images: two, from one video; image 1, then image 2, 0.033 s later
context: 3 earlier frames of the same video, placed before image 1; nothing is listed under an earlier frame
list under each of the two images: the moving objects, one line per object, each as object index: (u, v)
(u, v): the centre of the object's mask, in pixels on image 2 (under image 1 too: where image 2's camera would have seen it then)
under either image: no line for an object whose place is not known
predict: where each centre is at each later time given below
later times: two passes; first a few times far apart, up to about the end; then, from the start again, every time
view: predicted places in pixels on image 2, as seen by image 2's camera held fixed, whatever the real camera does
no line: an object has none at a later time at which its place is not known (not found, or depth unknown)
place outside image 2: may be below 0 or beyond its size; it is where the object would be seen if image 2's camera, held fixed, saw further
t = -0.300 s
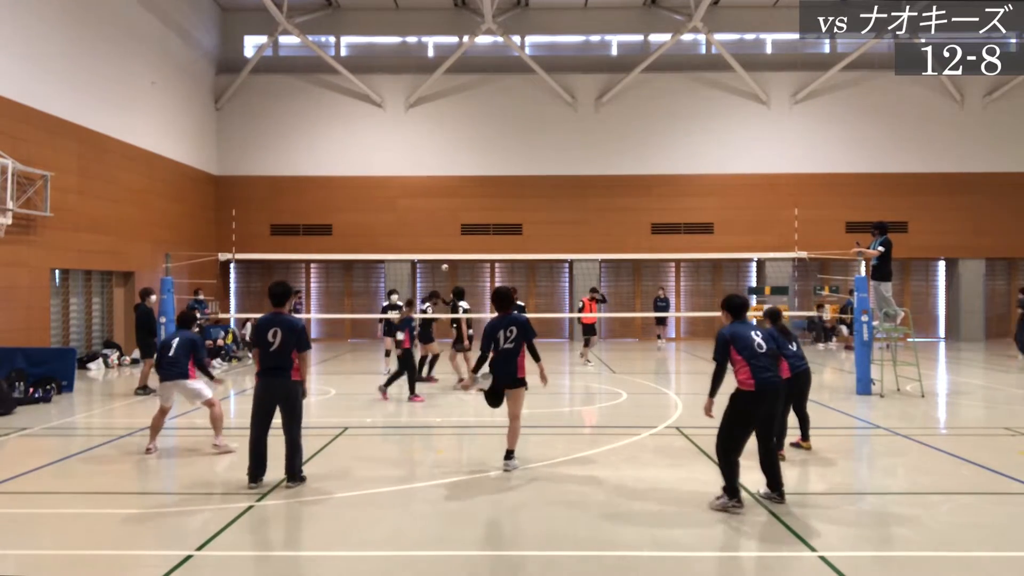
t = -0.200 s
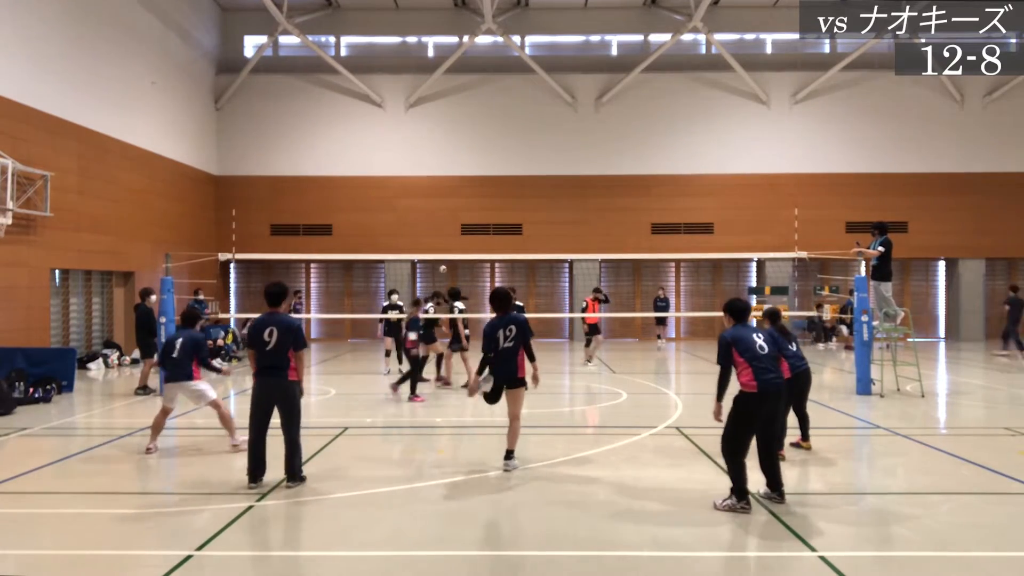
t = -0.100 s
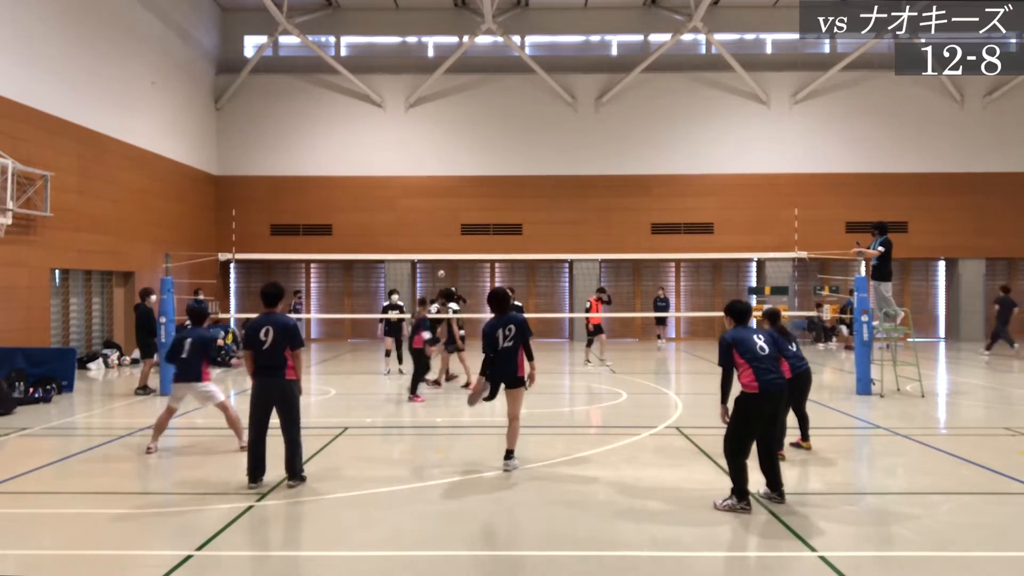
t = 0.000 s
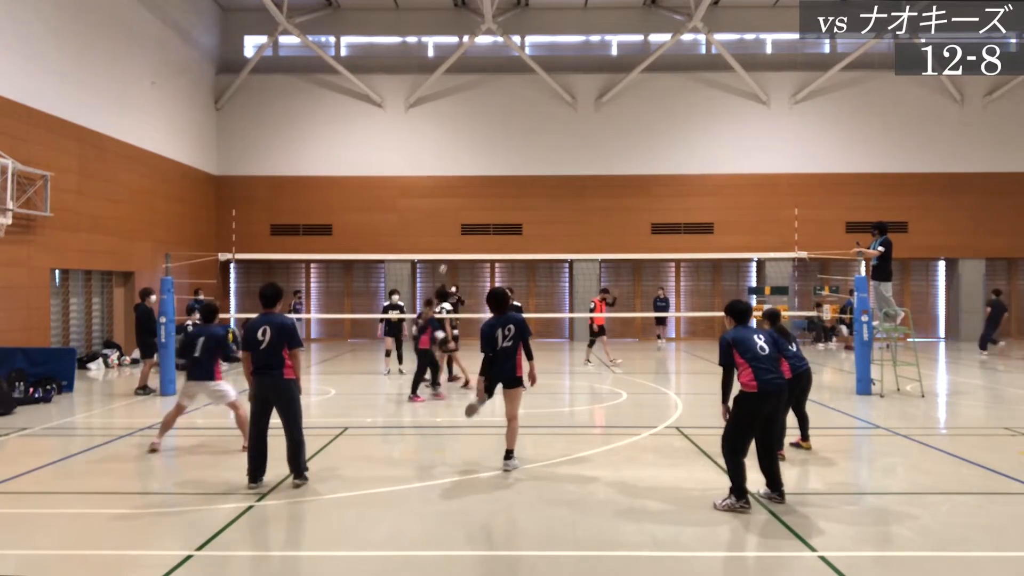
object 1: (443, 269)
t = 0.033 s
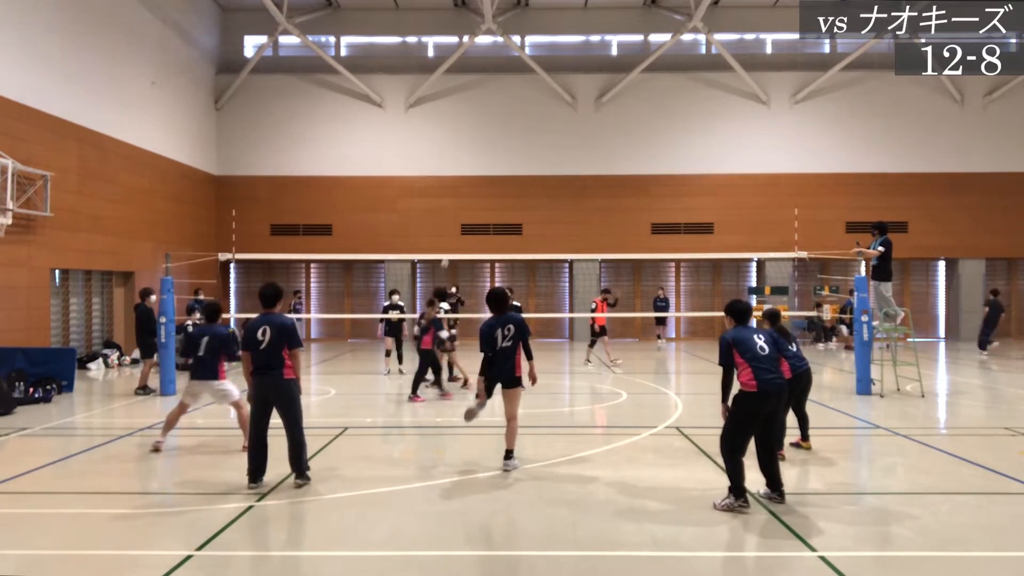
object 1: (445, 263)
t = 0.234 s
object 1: (459, 229)
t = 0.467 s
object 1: (484, 199)
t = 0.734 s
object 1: (519, 181)
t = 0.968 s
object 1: (560, 202)
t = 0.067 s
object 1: (447, 257)
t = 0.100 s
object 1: (449, 250)
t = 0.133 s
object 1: (451, 245)
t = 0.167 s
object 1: (453, 240)
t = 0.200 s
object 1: (456, 234)
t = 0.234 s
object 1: (459, 229)
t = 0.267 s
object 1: (462, 224)
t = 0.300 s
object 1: (465, 220)
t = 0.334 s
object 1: (468, 215)
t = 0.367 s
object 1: (472, 211)
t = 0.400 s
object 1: (476, 206)
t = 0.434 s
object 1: (480, 203)
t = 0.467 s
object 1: (484, 199)
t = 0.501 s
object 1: (488, 195)
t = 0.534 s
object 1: (492, 192)
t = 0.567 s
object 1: (496, 189)
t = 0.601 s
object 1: (501, 187)
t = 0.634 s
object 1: (505, 184)
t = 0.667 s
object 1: (510, 183)
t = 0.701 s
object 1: (514, 182)
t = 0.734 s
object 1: (519, 181)
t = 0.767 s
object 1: (524, 181)
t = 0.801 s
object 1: (530, 182)
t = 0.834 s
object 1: (535, 184)
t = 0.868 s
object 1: (540, 186)
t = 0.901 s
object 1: (547, 190)
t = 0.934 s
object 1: (553, 195)
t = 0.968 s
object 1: (560, 202)
